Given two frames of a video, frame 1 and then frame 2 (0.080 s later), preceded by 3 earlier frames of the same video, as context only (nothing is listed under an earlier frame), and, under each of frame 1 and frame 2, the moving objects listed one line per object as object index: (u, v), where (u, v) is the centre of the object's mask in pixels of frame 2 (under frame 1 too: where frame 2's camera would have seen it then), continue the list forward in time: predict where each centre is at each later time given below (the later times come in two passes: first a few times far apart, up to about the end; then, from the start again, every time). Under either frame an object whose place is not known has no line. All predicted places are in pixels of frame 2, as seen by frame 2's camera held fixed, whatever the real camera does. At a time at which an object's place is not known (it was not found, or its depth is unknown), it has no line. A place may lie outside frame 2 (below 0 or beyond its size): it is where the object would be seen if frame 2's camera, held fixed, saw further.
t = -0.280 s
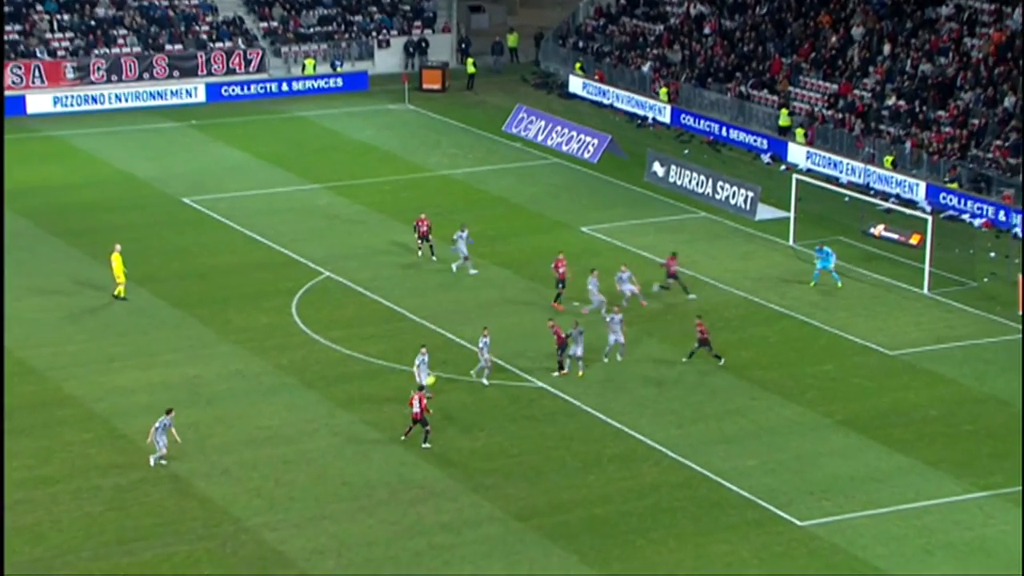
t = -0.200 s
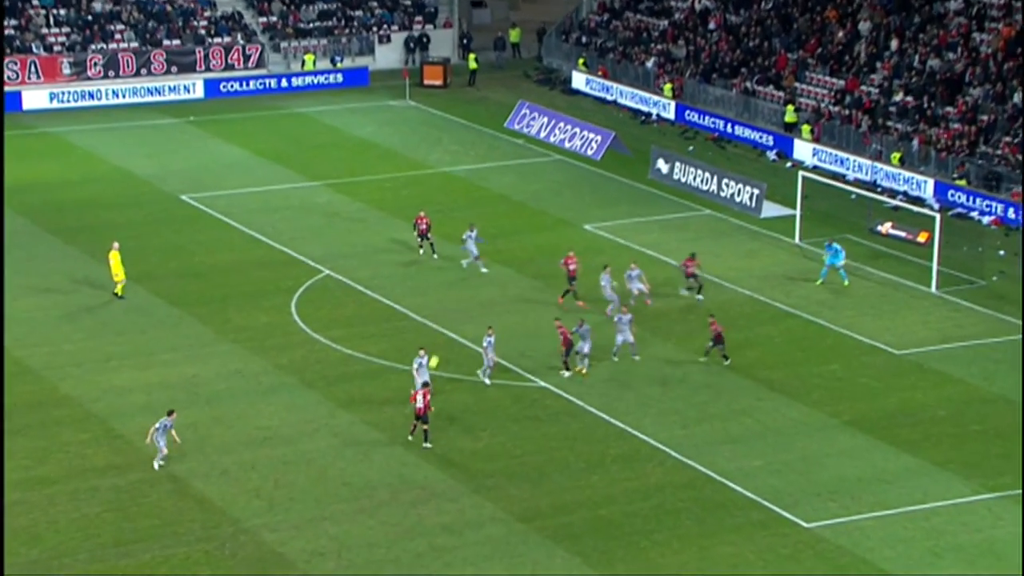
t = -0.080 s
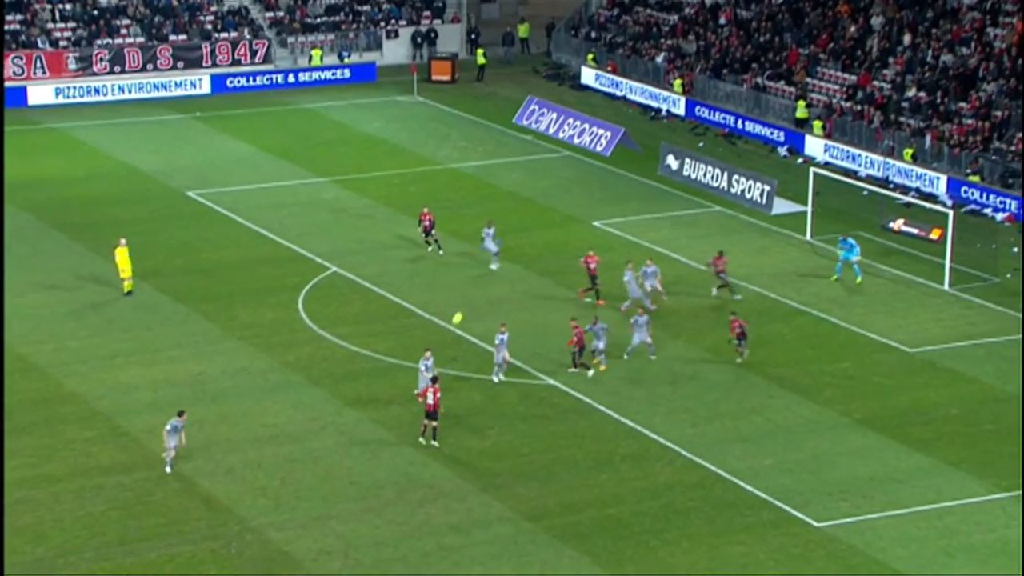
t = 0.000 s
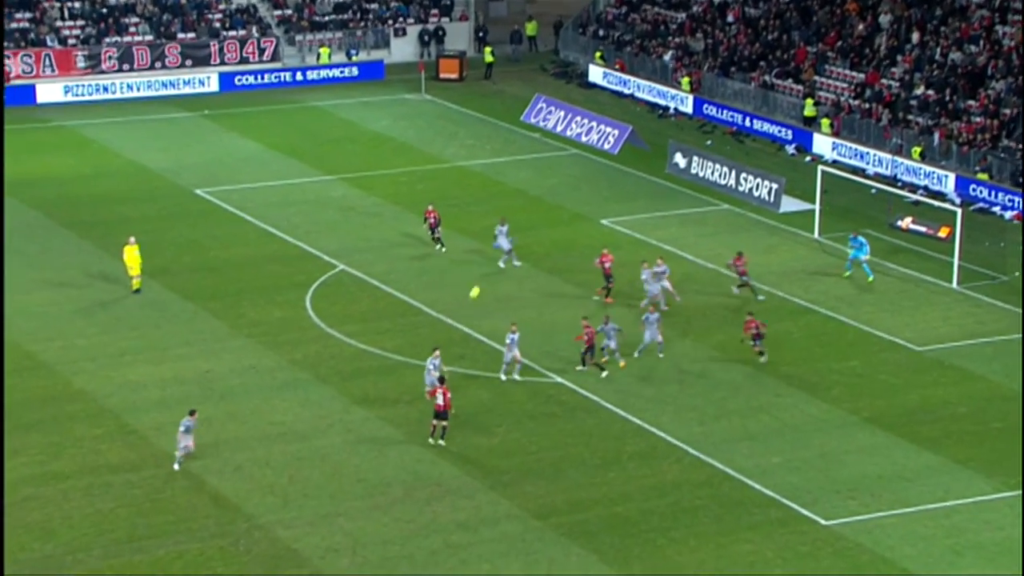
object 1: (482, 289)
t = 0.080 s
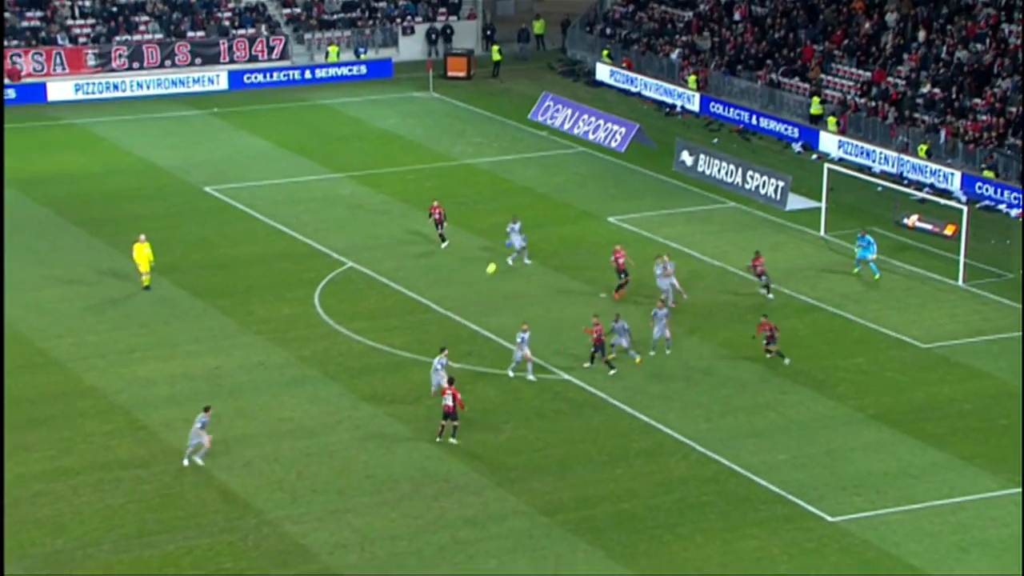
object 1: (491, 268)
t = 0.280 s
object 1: (511, 226)
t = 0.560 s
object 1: (533, 192)
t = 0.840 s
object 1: (553, 183)
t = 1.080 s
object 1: (568, 193)
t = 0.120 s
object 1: (495, 258)
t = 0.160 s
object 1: (499, 249)
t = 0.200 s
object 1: (503, 241)
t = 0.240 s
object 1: (507, 233)
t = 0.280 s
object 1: (511, 226)
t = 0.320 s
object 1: (514, 219)
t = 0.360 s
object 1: (517, 213)
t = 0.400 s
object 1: (521, 208)
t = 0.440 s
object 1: (524, 203)
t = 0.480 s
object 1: (527, 199)
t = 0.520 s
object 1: (530, 195)
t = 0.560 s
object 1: (533, 192)
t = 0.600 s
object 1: (536, 189)
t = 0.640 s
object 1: (539, 186)
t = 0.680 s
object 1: (542, 185)
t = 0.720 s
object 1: (545, 184)
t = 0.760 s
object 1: (548, 183)
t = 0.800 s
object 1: (550, 183)
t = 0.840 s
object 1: (553, 183)
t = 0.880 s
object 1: (556, 184)
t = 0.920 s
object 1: (558, 185)
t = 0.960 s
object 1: (561, 186)
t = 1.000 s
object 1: (563, 188)
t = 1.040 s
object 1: (566, 191)
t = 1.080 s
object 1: (568, 193)
